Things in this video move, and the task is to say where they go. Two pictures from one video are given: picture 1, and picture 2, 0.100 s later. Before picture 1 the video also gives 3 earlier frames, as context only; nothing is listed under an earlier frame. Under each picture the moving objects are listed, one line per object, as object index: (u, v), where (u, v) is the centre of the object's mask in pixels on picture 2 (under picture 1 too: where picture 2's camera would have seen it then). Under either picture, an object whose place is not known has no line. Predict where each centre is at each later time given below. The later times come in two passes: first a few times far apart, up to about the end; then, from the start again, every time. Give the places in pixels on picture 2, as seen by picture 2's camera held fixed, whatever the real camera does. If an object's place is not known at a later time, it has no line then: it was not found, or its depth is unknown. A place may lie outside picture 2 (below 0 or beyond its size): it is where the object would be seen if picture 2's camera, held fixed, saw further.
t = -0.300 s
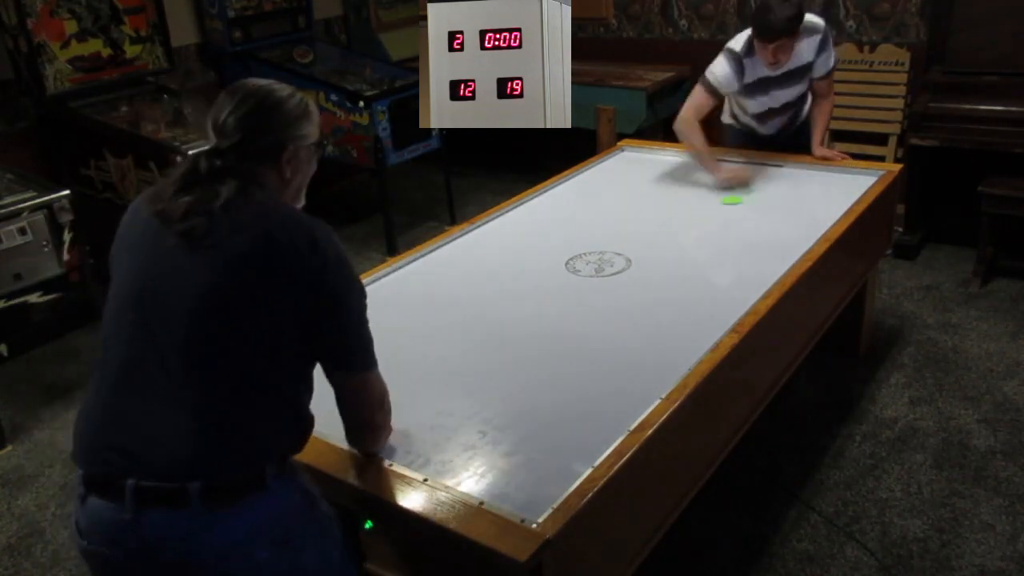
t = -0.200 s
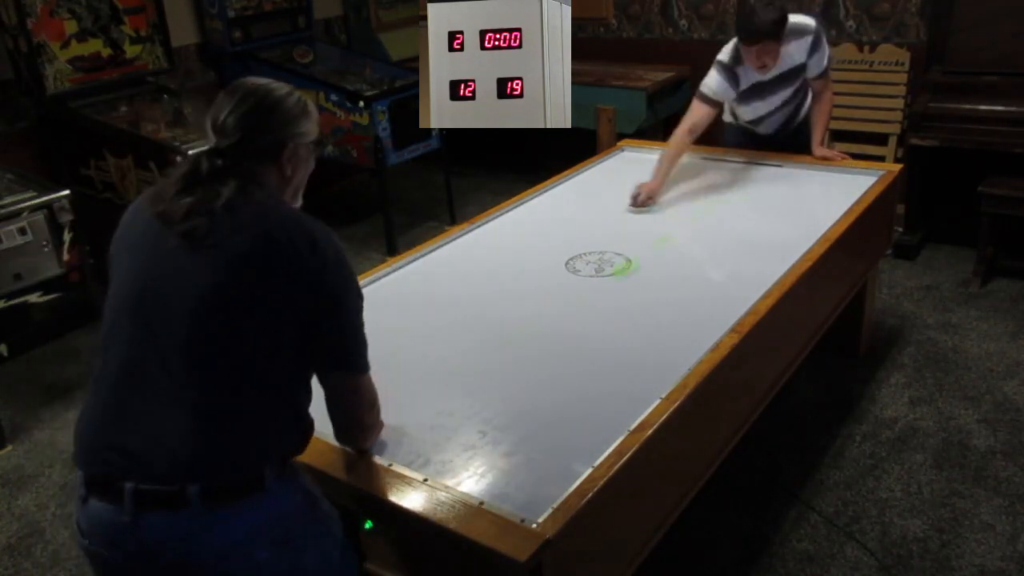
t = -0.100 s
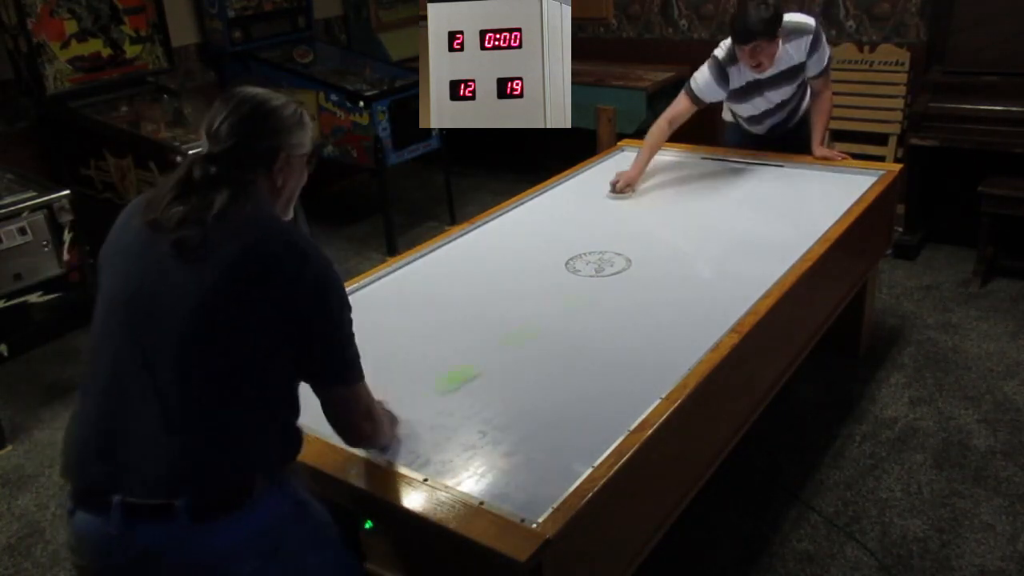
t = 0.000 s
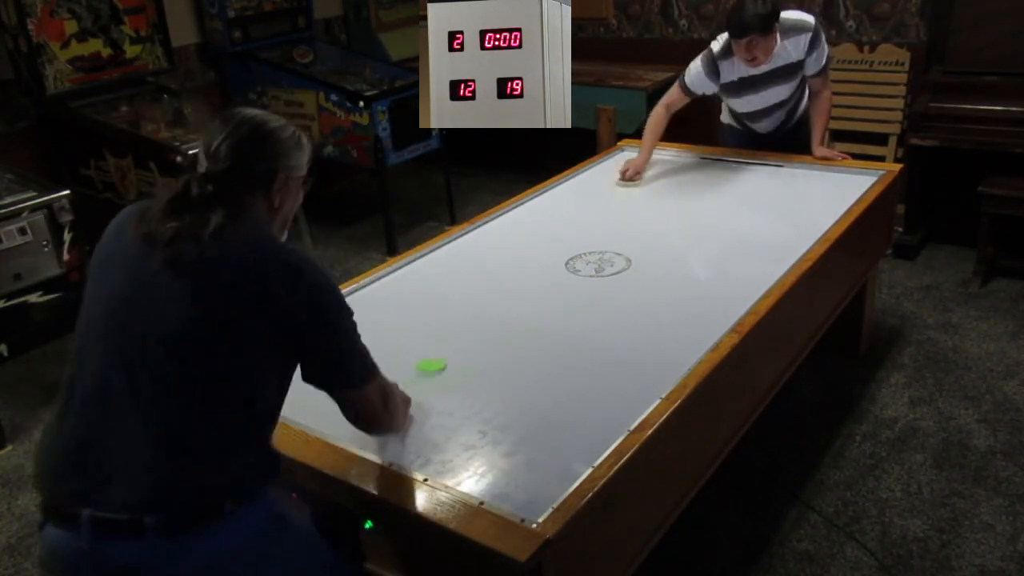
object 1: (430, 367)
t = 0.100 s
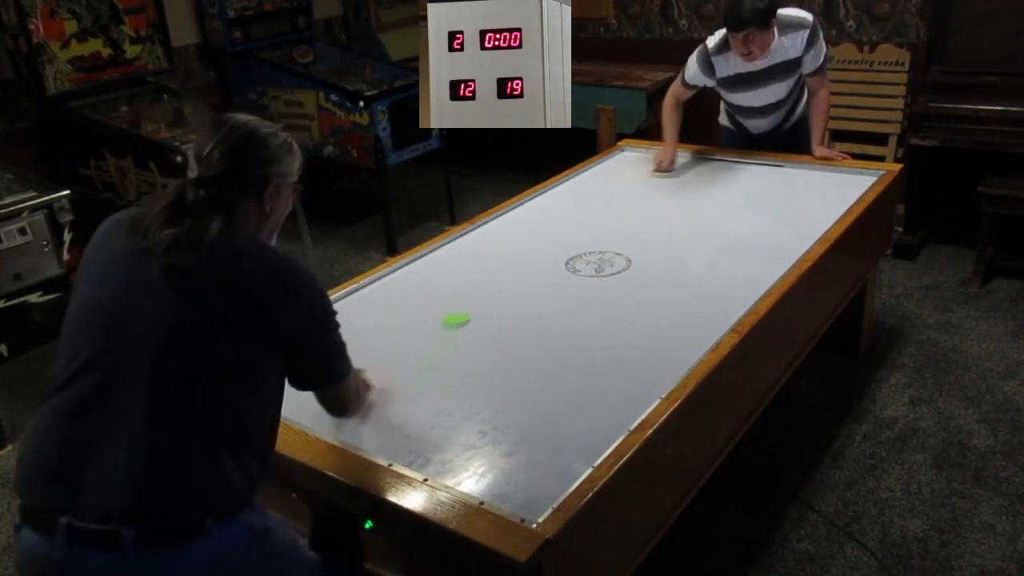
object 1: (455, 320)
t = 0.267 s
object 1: (487, 261)
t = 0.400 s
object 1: (508, 226)
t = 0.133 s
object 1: (462, 307)
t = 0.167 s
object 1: (470, 294)
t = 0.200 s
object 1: (476, 283)
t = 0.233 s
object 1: (482, 271)
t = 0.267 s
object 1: (487, 261)
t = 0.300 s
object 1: (494, 252)
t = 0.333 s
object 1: (498, 242)
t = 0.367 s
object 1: (504, 234)
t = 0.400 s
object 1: (508, 226)
